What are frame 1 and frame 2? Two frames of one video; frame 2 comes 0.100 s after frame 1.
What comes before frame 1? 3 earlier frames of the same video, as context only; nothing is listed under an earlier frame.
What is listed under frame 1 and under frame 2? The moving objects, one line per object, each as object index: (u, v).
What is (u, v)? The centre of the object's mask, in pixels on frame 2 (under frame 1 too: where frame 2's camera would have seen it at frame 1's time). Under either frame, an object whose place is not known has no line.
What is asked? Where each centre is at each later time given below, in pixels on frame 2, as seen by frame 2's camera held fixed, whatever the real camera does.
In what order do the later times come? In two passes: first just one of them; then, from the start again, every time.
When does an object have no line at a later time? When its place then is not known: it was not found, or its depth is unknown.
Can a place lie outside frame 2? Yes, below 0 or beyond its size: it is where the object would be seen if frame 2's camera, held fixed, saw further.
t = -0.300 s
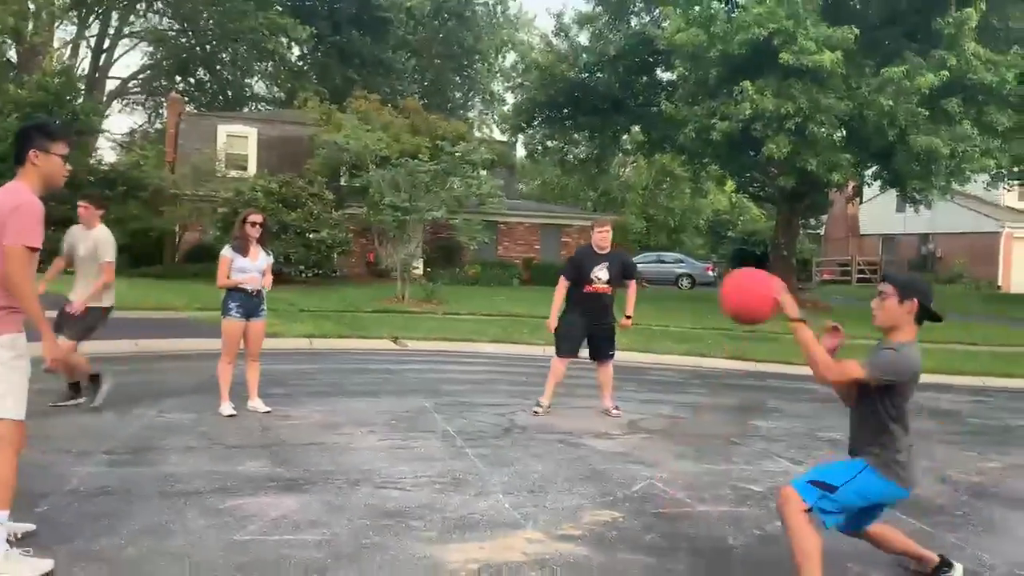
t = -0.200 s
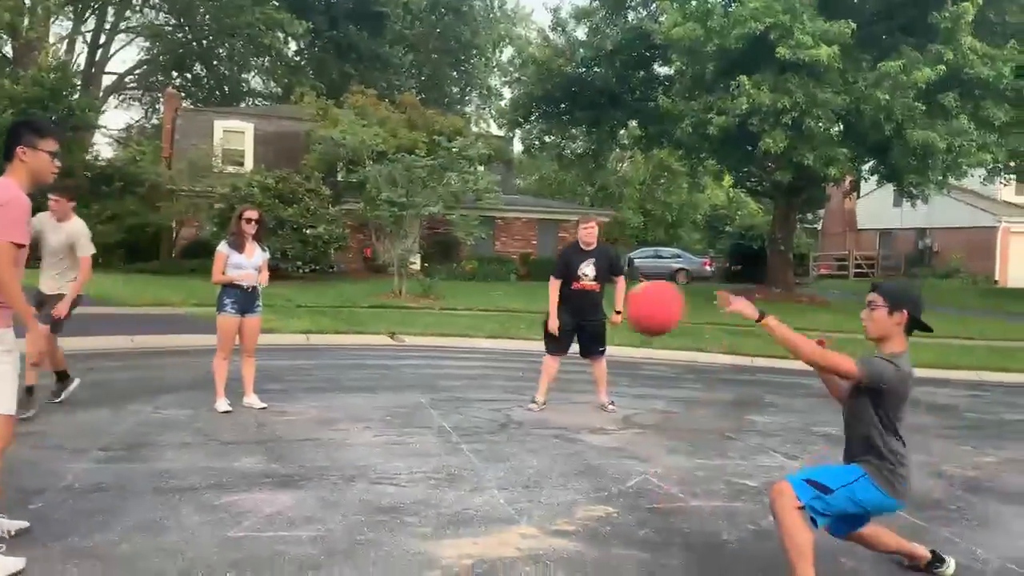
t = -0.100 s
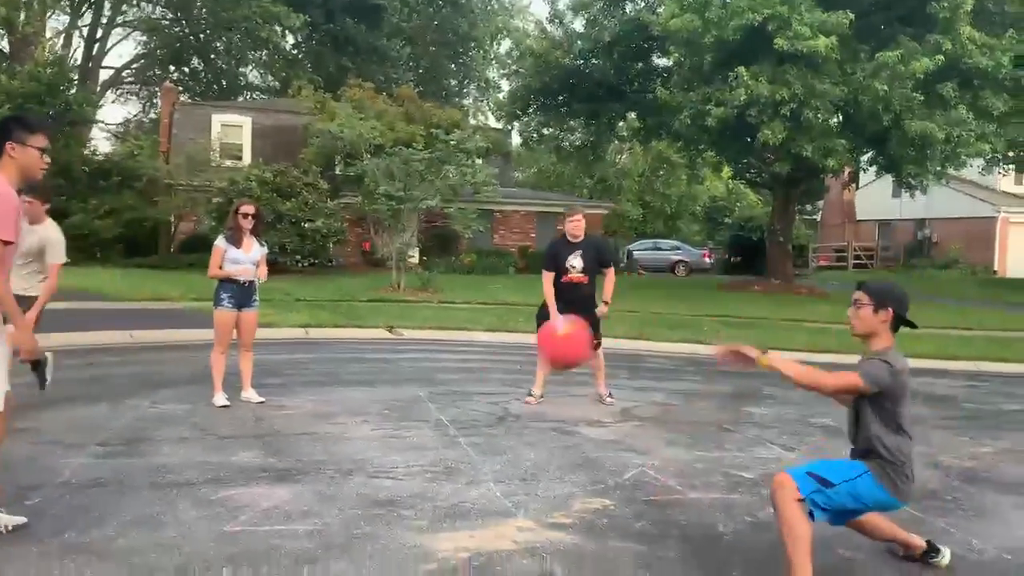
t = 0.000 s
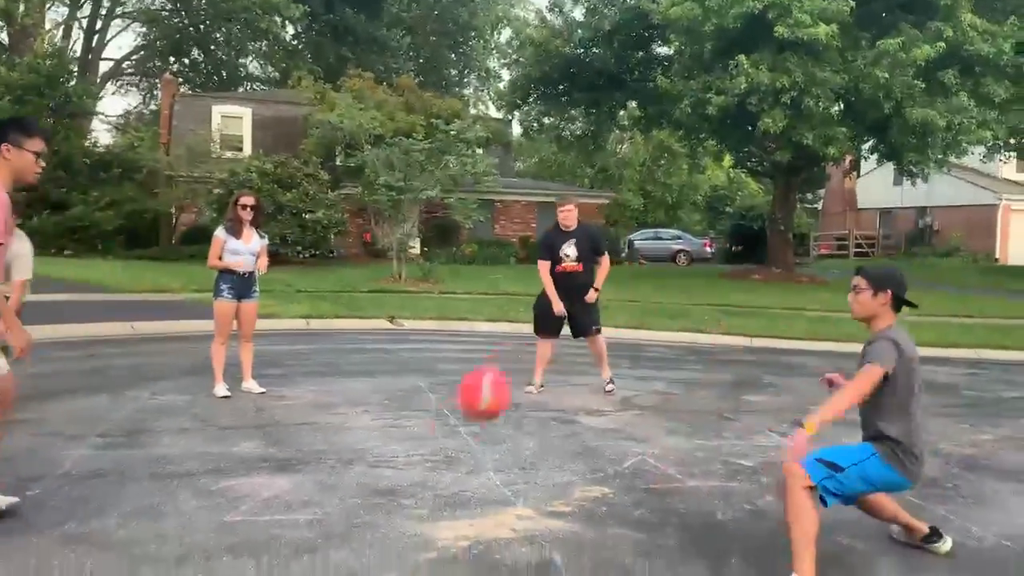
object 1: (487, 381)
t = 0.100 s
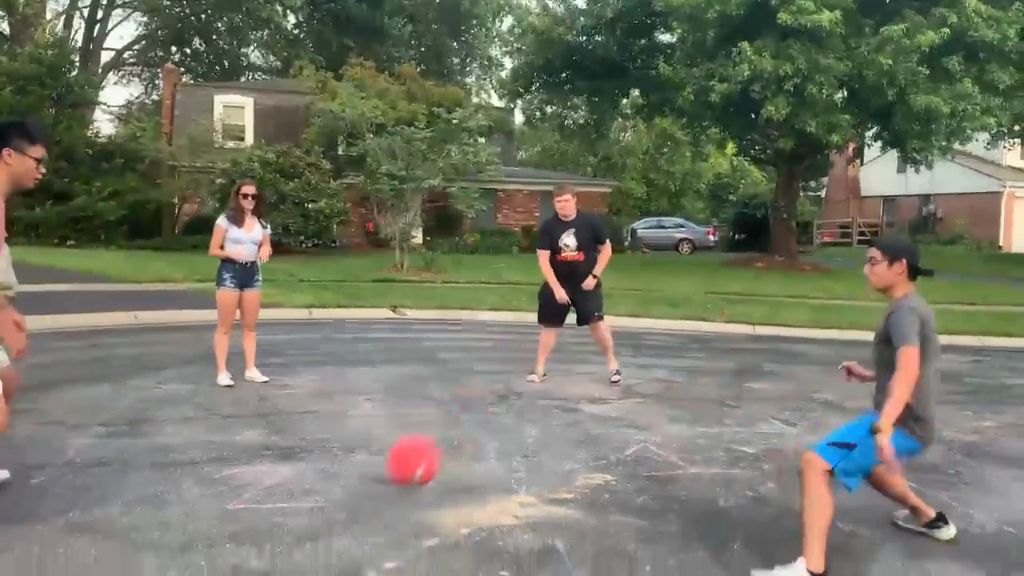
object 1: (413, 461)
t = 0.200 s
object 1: (367, 450)
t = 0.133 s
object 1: (388, 492)
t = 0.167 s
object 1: (377, 480)
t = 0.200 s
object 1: (367, 450)
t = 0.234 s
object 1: (357, 425)
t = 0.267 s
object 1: (347, 400)
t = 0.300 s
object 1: (337, 379)
